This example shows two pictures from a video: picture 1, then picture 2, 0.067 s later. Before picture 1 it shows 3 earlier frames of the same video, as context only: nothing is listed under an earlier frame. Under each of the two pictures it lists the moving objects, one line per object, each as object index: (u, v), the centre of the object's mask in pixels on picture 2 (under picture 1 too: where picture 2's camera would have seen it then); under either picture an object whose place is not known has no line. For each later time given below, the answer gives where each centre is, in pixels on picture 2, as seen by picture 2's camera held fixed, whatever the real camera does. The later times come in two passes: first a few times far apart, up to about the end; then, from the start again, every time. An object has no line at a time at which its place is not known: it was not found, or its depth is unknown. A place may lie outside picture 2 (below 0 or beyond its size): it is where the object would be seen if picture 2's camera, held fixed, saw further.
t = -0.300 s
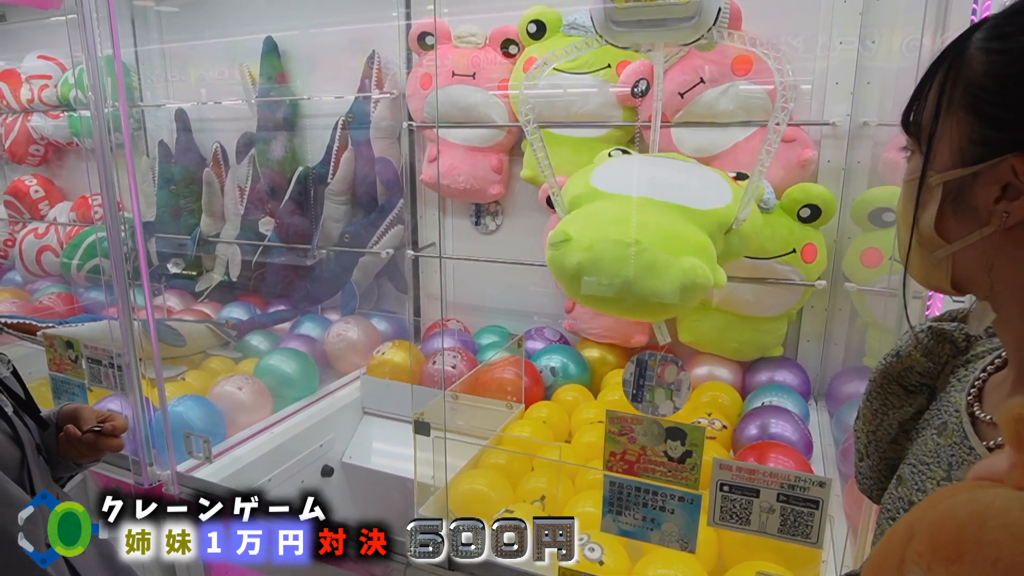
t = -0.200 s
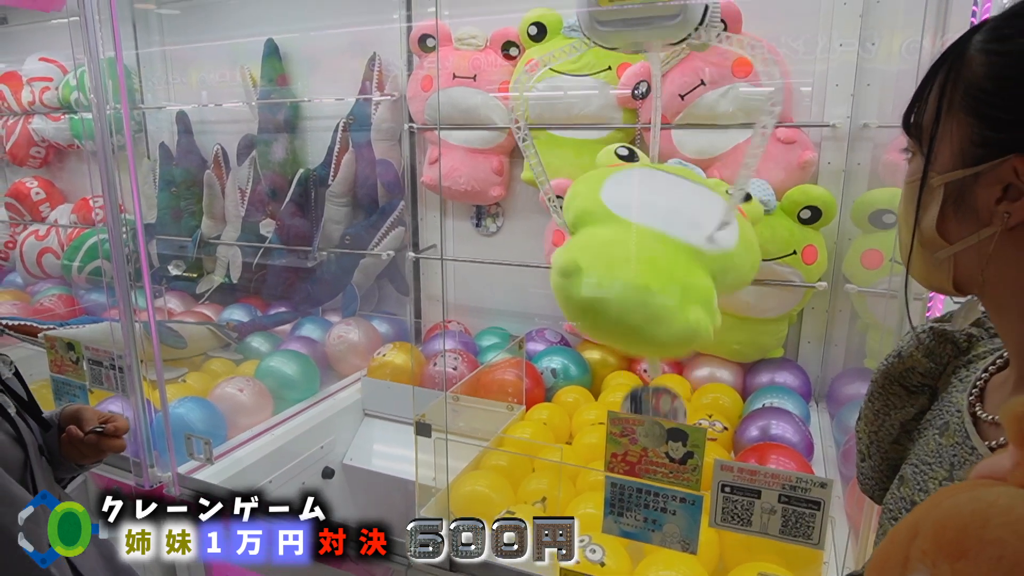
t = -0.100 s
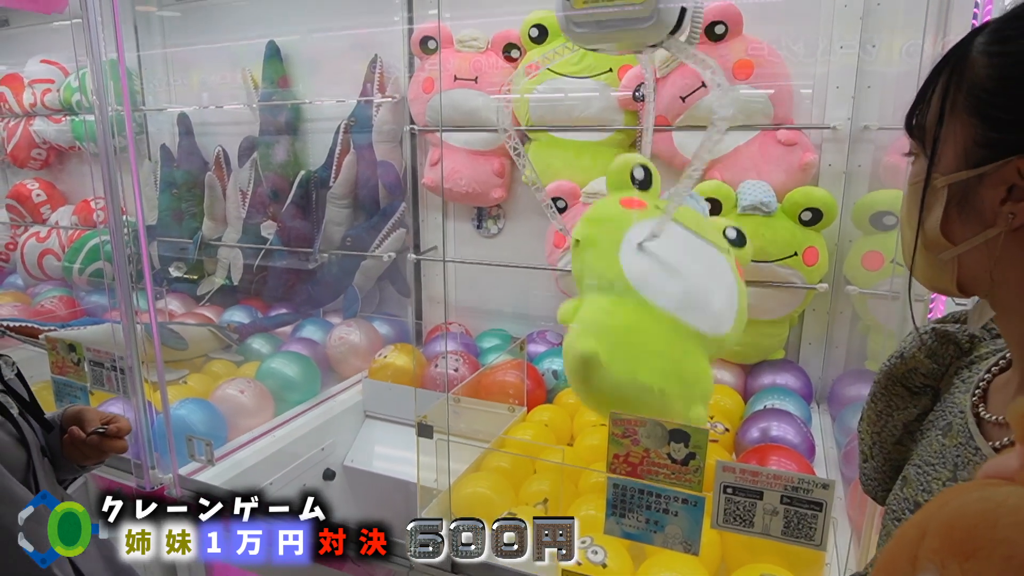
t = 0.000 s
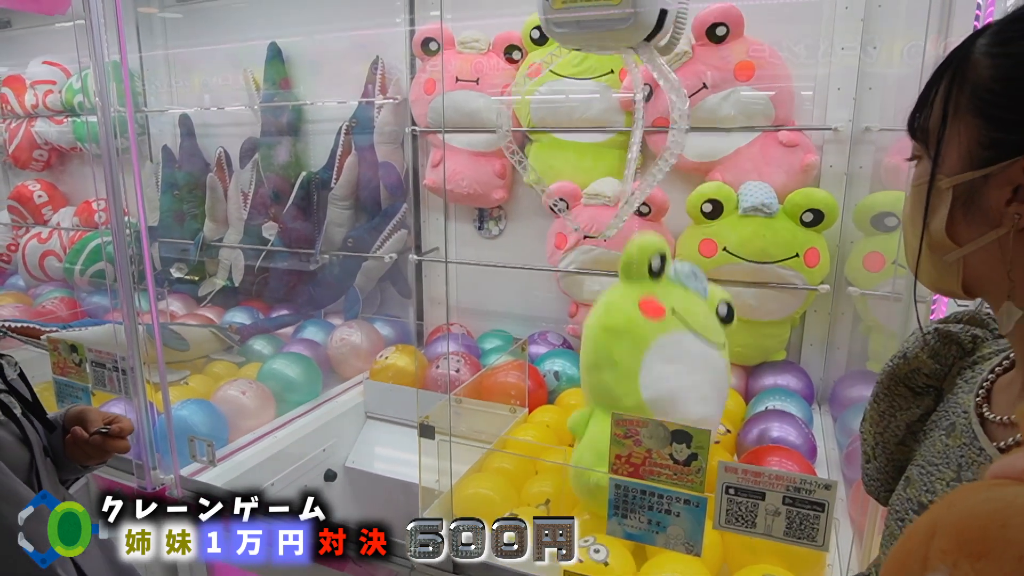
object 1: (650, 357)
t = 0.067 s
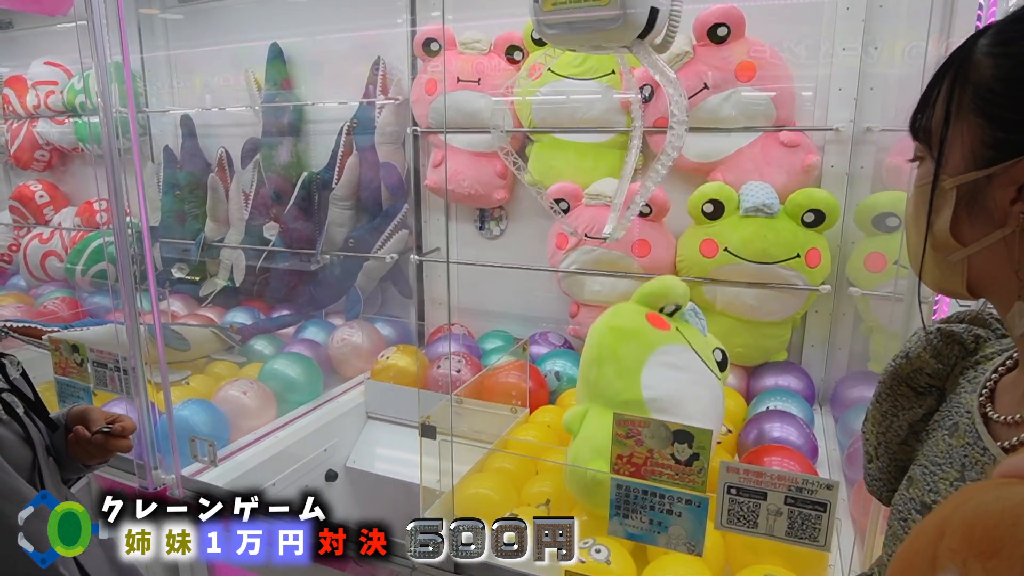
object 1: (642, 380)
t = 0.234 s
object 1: (646, 367)
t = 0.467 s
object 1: (610, 390)
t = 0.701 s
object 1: (596, 388)
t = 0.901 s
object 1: (611, 394)
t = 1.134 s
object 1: (616, 395)
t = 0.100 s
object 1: (642, 371)
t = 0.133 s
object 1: (643, 366)
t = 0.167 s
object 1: (645, 364)
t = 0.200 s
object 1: (646, 363)
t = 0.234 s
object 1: (646, 367)
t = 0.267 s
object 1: (647, 372)
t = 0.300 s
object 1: (646, 378)
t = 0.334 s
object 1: (643, 381)
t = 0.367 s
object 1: (636, 385)
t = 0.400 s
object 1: (626, 388)
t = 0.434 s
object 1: (618, 390)
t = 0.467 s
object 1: (610, 390)
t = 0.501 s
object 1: (604, 390)
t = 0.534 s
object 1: (598, 390)
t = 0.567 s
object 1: (595, 389)
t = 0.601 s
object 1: (594, 388)
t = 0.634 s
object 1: (594, 387)
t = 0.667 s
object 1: (595, 386)
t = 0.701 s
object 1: (596, 388)
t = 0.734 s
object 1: (598, 390)
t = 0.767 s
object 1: (601, 392)
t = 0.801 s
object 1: (603, 395)
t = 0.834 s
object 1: (607, 395)
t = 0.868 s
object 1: (609, 394)
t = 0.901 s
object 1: (611, 394)
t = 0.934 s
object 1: (613, 394)
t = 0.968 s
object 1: (614, 394)
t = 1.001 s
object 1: (616, 395)
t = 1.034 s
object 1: (617, 395)
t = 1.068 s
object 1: (617, 394)
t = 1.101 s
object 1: (617, 394)
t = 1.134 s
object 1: (616, 395)
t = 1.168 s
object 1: (615, 395)
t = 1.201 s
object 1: (614, 396)
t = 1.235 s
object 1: (613, 397)
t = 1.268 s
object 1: (612, 397)
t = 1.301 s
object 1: (611, 397)
